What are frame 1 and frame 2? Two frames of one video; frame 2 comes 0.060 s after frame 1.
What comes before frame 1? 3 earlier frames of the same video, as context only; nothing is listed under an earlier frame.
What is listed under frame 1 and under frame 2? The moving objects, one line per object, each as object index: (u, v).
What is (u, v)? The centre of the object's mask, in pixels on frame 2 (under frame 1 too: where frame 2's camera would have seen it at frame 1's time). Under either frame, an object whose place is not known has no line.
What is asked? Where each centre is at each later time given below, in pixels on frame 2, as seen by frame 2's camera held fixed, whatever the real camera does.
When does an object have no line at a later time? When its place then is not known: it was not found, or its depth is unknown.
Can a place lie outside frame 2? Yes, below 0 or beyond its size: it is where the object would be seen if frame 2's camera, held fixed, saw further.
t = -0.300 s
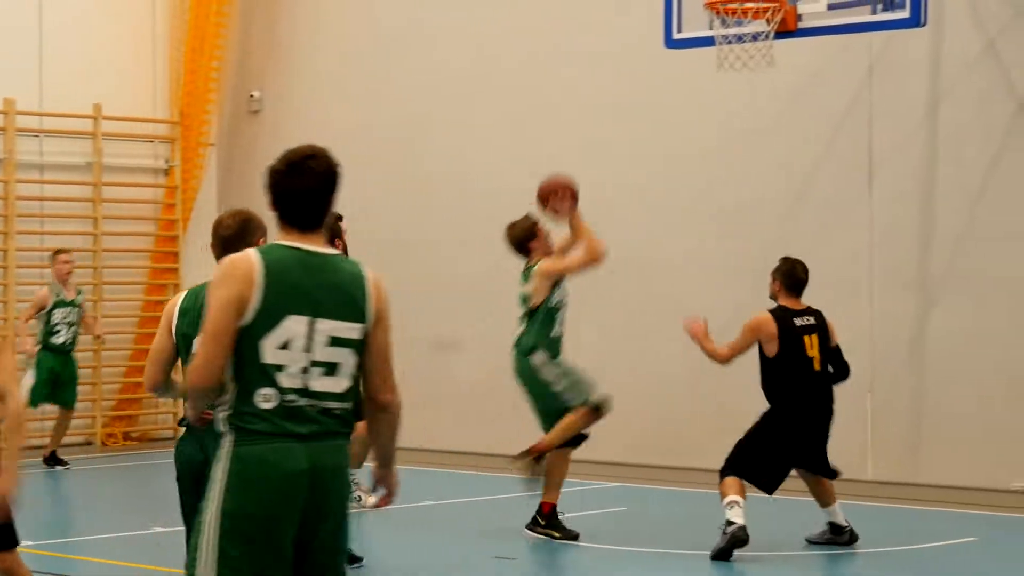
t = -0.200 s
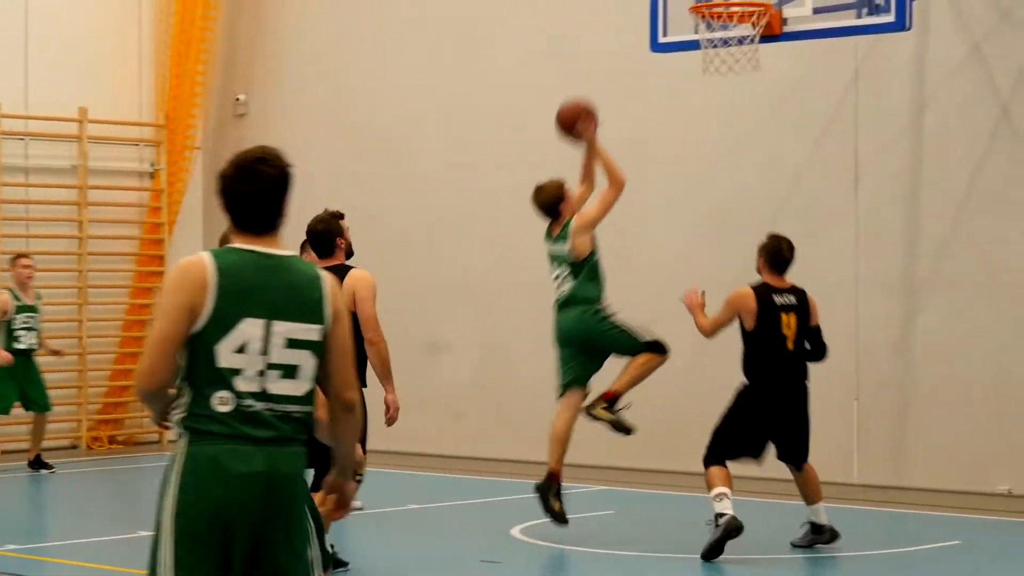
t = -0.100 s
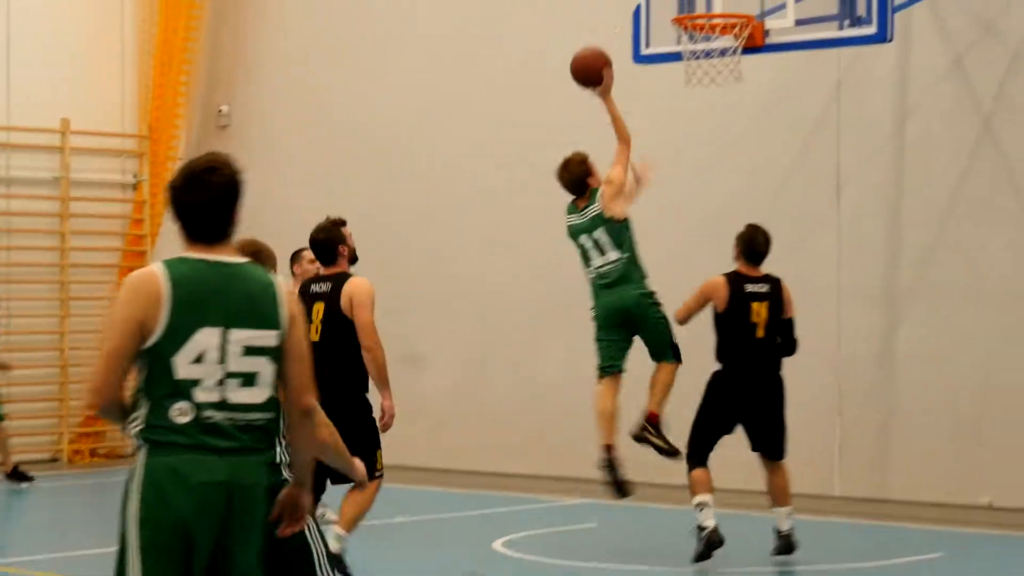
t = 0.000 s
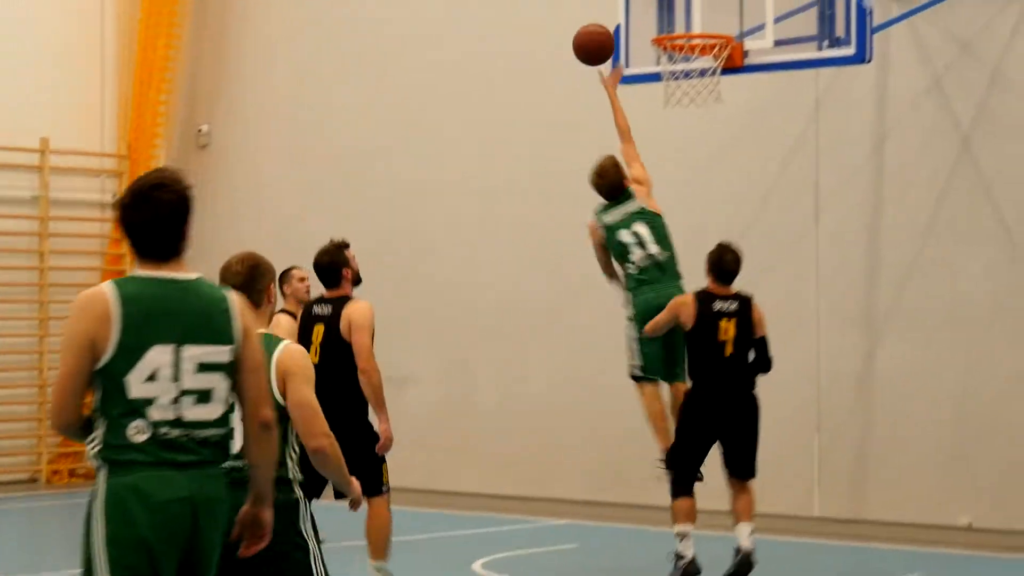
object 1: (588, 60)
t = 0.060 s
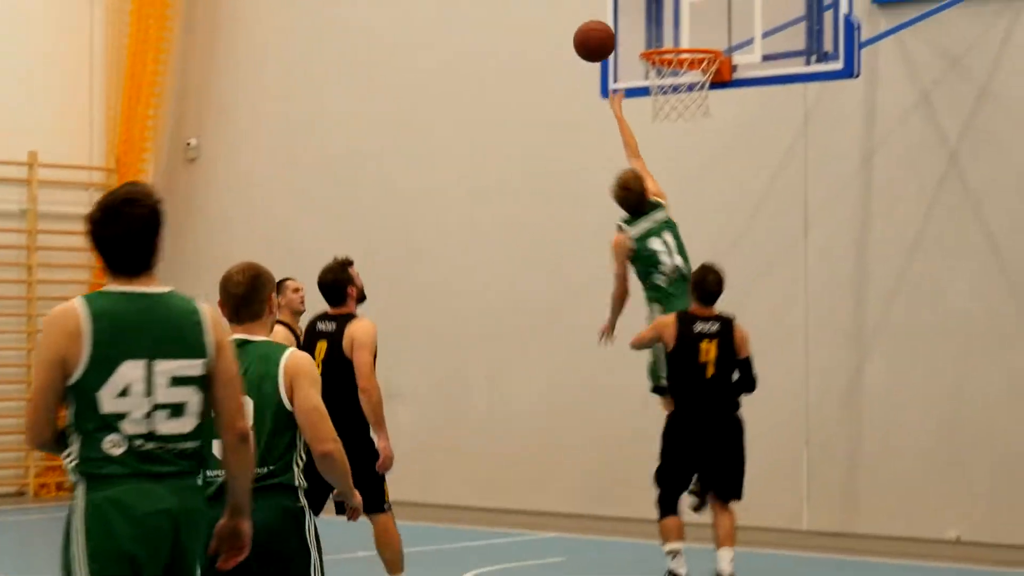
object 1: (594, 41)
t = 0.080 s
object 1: (598, 37)
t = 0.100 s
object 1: (601, 35)
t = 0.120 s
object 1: (603, 31)
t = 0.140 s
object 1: (606, 29)
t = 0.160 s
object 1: (608, 28)
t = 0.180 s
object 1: (611, 27)
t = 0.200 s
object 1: (614, 26)
